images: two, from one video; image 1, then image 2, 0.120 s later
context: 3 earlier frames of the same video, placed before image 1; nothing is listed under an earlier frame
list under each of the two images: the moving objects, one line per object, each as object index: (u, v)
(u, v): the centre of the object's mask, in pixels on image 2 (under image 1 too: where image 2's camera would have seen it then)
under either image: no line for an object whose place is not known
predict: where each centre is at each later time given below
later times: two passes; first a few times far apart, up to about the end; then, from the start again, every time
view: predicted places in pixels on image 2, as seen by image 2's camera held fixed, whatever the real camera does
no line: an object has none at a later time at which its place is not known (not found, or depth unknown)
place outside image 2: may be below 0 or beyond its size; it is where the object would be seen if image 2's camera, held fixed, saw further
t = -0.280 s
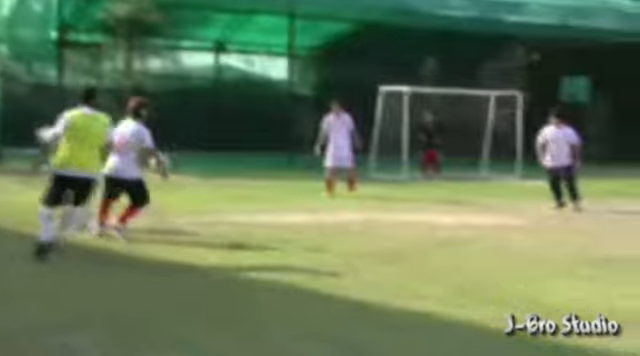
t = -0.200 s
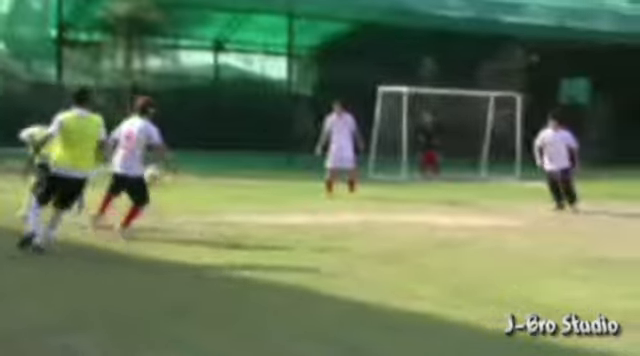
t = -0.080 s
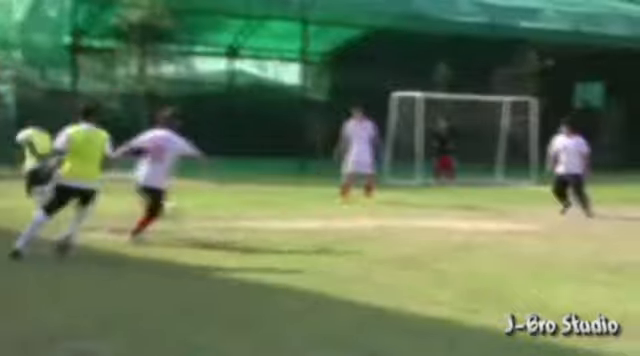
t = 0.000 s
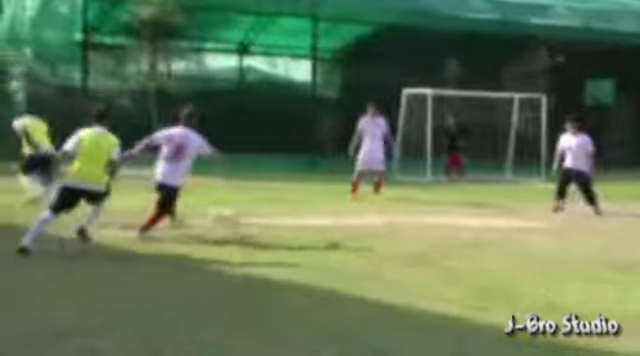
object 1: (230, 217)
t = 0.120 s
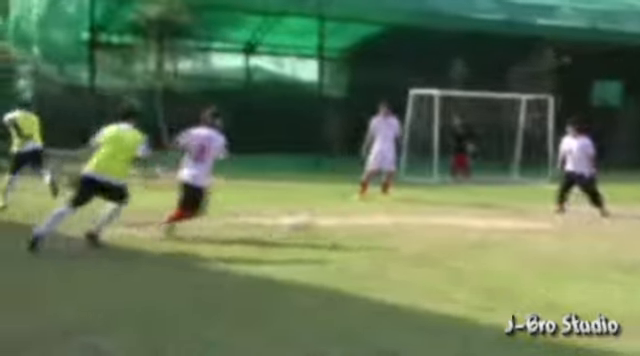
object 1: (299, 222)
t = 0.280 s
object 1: (371, 222)
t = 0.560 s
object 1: (504, 230)
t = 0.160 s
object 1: (320, 220)
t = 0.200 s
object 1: (336, 218)
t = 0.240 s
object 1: (354, 220)
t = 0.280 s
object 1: (371, 222)
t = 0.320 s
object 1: (391, 225)
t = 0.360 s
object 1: (410, 230)
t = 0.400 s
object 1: (428, 230)
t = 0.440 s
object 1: (447, 227)
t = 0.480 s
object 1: (465, 227)
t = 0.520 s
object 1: (485, 229)
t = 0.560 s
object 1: (504, 230)
